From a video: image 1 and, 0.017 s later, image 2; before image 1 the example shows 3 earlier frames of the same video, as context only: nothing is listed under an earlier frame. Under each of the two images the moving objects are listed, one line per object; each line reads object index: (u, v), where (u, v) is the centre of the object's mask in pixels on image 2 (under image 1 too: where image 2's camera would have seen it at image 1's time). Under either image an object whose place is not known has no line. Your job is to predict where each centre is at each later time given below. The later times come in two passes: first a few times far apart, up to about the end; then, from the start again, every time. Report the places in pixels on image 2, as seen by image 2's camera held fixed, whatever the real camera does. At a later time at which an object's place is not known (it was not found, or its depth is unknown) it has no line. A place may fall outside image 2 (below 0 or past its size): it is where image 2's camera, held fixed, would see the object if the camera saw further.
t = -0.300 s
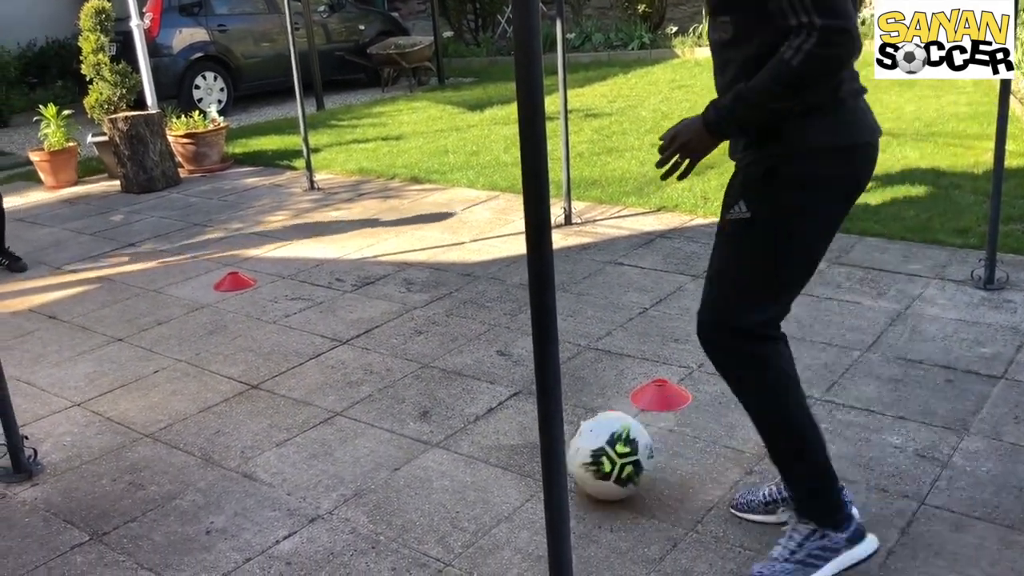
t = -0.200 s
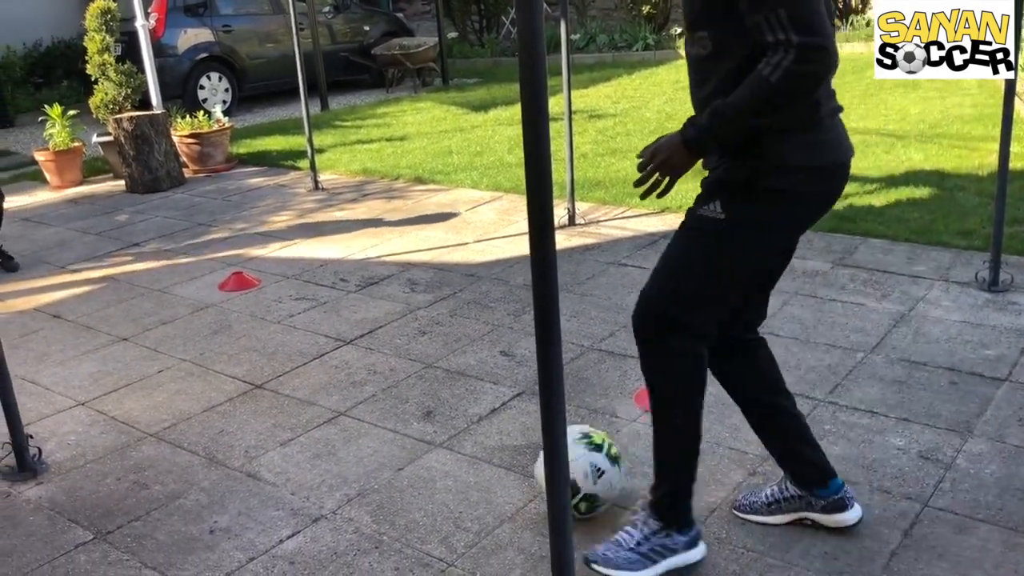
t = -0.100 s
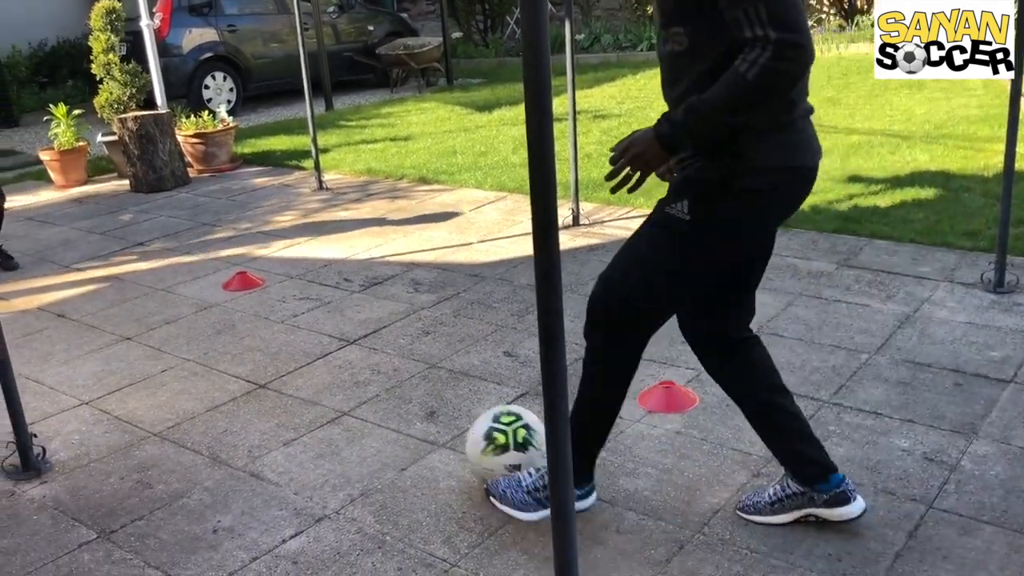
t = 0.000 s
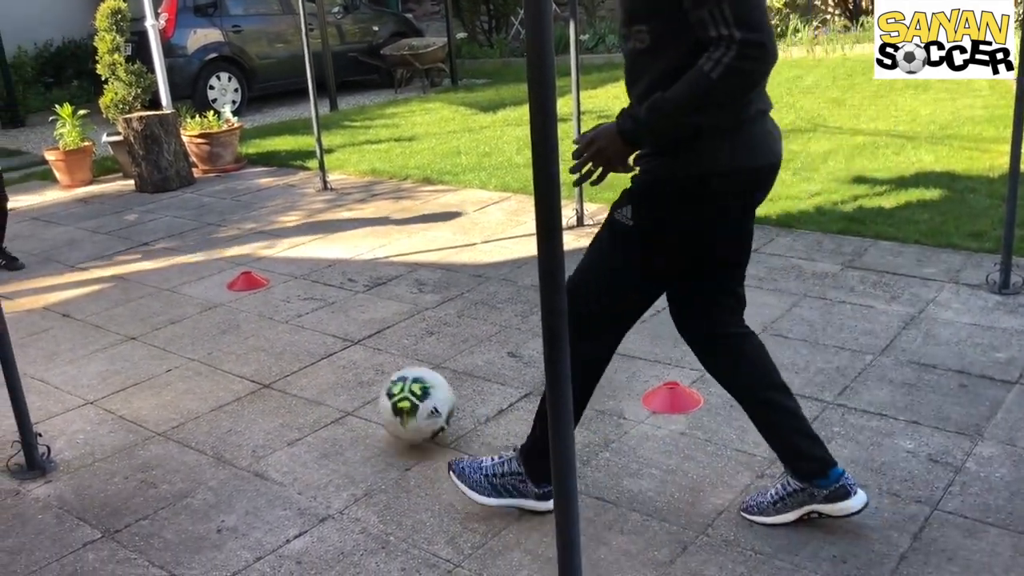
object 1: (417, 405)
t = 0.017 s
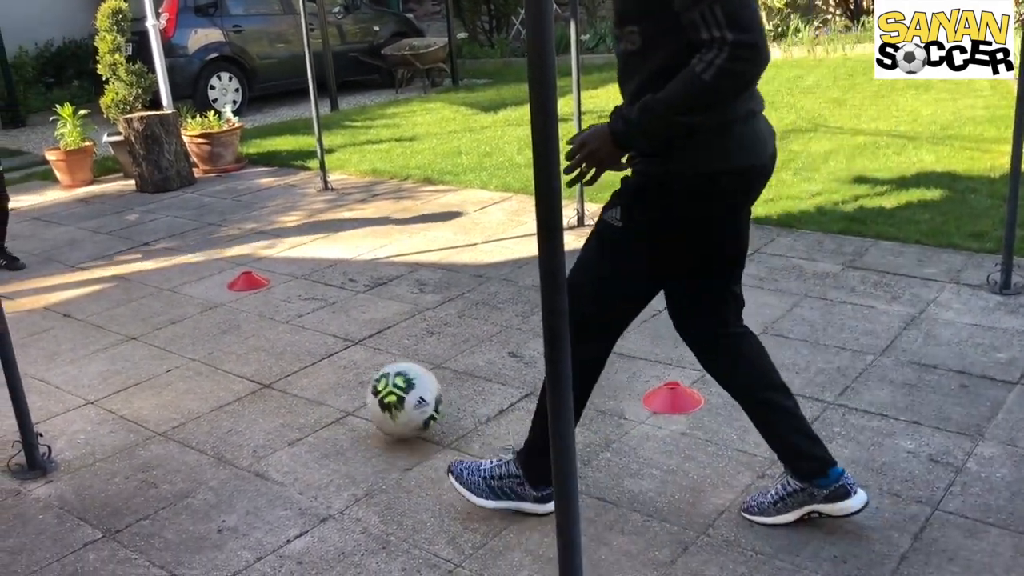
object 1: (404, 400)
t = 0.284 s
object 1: (256, 346)
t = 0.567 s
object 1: (146, 308)
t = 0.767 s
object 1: (84, 289)
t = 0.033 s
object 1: (392, 395)
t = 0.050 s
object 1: (379, 392)
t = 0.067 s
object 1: (368, 387)
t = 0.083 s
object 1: (358, 381)
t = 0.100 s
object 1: (347, 377)
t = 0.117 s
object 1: (338, 373)
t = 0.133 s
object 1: (328, 371)
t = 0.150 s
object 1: (318, 369)
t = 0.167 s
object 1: (310, 366)
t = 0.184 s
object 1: (302, 362)
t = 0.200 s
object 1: (293, 360)
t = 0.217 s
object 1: (286, 356)
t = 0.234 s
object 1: (278, 354)
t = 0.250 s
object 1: (271, 352)
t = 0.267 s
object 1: (264, 350)
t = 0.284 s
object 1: (256, 346)
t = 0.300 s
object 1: (248, 343)
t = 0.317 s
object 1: (242, 340)
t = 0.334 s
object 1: (234, 338)
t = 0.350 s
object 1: (226, 337)
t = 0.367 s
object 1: (220, 335)
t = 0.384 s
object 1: (214, 331)
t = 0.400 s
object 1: (206, 329)
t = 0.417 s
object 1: (199, 327)
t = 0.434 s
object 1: (193, 326)
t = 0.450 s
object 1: (187, 323)
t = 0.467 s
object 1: (181, 321)
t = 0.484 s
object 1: (175, 318)
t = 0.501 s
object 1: (169, 317)
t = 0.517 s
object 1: (163, 316)
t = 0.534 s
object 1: (158, 314)
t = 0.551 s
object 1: (152, 310)
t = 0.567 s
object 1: (146, 308)
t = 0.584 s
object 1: (141, 305)
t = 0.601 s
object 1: (135, 304)
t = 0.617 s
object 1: (130, 303)
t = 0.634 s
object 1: (125, 303)
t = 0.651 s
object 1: (120, 300)
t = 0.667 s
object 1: (113, 298)
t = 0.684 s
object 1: (108, 297)
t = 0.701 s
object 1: (103, 296)
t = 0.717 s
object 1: (97, 294)
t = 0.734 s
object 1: (93, 291)
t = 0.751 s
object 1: (88, 290)
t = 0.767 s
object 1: (84, 289)
